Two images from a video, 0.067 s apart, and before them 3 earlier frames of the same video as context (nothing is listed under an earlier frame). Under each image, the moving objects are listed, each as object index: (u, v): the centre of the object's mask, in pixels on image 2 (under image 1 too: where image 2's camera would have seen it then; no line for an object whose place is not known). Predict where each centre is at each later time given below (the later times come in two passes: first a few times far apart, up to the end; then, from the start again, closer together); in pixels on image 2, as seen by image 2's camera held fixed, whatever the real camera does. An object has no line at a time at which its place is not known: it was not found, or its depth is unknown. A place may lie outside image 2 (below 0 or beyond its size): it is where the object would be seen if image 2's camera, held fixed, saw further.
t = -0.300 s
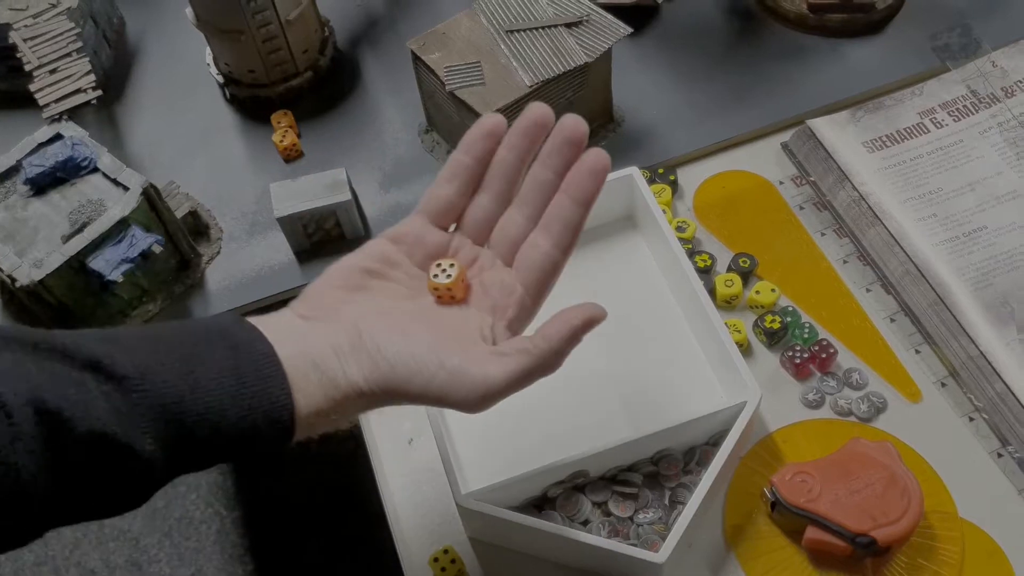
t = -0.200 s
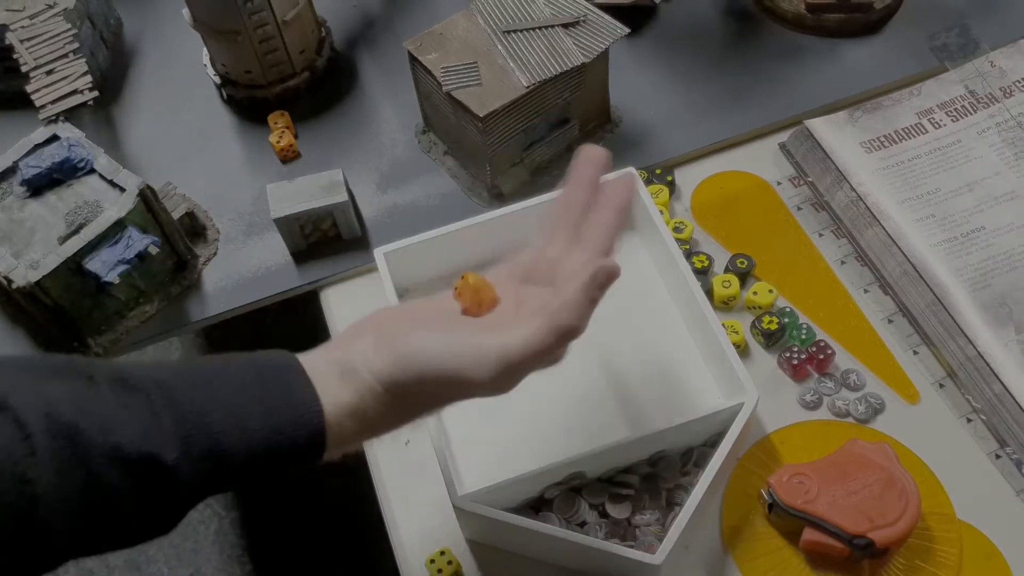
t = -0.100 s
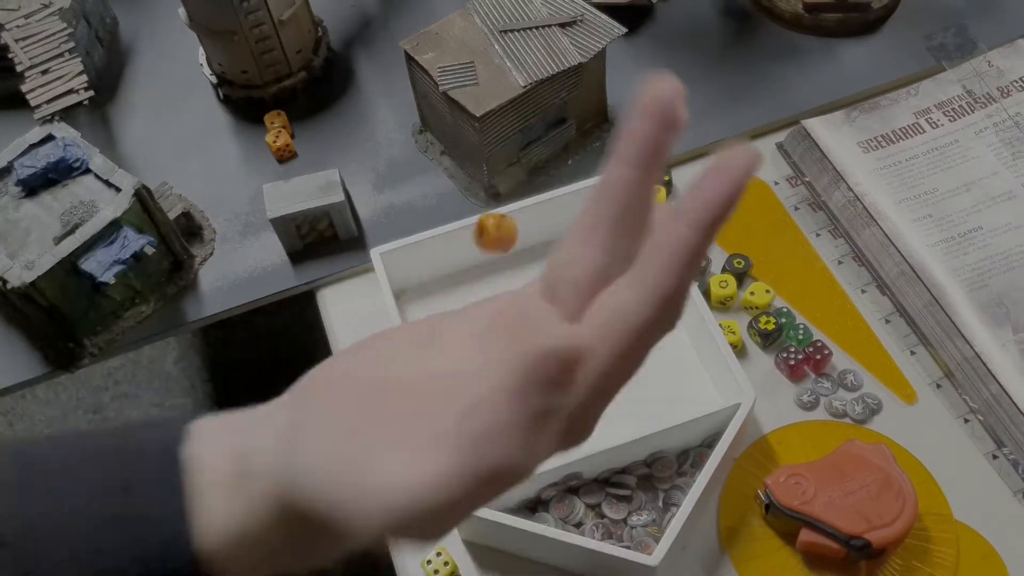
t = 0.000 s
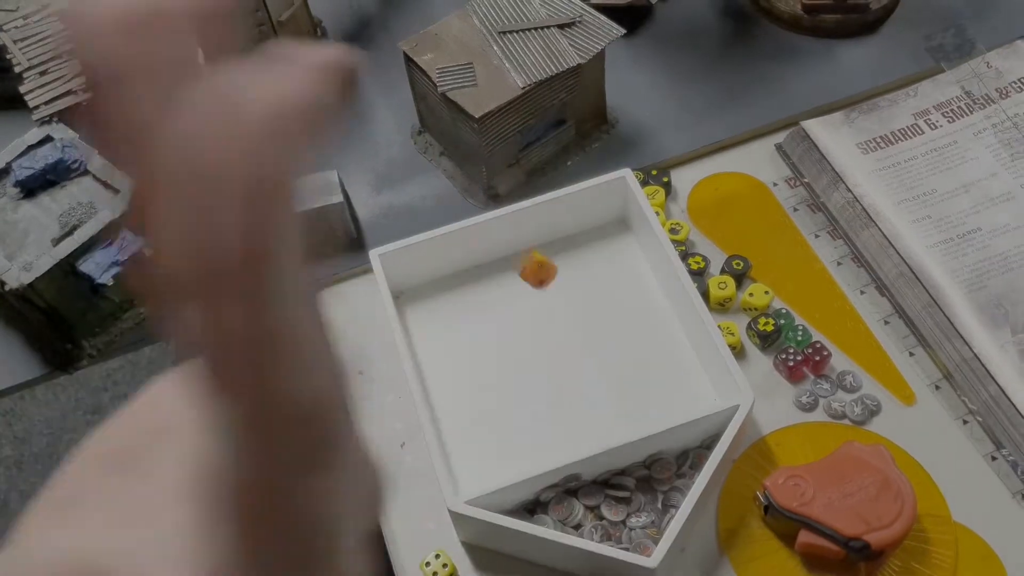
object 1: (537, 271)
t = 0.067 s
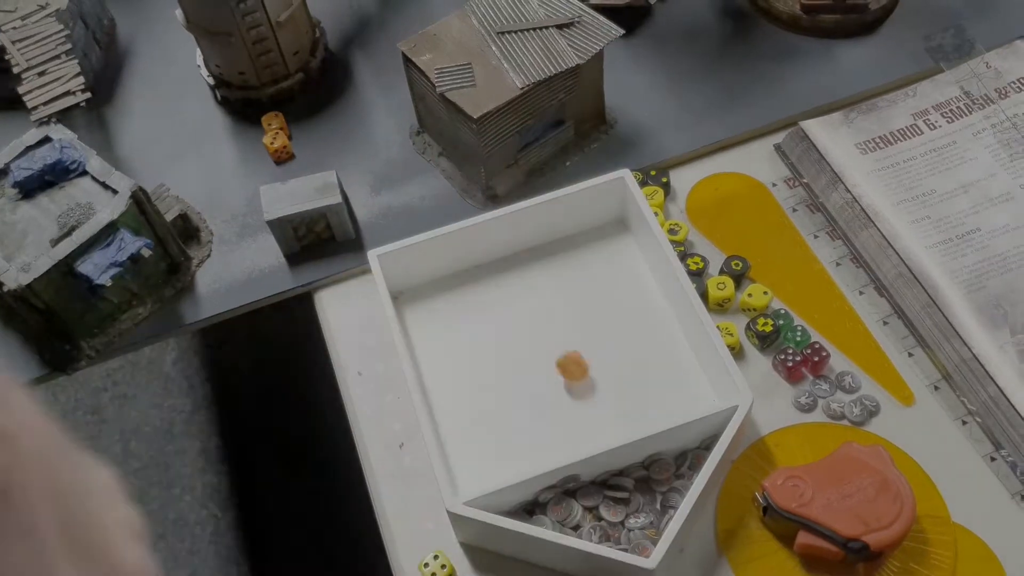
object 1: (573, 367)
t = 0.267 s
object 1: (558, 341)
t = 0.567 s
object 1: (493, 297)
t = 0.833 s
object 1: (463, 283)
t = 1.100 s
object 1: (463, 283)
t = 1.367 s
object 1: (463, 283)
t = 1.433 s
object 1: (463, 284)
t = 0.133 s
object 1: (572, 360)
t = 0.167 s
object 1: (571, 360)
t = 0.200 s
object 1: (567, 349)
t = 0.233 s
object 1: (564, 351)
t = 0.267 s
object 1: (558, 341)
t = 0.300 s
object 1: (551, 340)
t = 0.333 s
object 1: (545, 337)
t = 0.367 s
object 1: (537, 332)
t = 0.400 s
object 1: (526, 323)
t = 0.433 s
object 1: (519, 320)
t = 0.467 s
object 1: (510, 313)
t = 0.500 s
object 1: (504, 306)
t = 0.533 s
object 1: (498, 302)
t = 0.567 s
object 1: (493, 297)
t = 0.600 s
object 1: (487, 294)
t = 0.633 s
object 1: (482, 296)
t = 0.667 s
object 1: (476, 290)
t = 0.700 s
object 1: (471, 286)
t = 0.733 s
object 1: (467, 284)
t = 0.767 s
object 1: (464, 284)
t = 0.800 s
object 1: (463, 284)
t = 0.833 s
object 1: (463, 283)
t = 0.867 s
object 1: (463, 283)
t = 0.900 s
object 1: (463, 283)
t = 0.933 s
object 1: (463, 283)
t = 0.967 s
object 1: (463, 283)
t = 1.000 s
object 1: (463, 283)
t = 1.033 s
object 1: (463, 283)
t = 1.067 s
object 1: (463, 283)
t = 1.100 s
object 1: (463, 283)
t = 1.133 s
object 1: (463, 283)
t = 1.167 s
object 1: (463, 283)
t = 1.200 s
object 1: (463, 283)
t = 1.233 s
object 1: (463, 283)
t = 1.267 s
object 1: (463, 283)
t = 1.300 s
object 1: (463, 283)
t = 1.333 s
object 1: (463, 283)
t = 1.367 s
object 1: (463, 283)
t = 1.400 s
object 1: (463, 283)
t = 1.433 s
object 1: (463, 284)
